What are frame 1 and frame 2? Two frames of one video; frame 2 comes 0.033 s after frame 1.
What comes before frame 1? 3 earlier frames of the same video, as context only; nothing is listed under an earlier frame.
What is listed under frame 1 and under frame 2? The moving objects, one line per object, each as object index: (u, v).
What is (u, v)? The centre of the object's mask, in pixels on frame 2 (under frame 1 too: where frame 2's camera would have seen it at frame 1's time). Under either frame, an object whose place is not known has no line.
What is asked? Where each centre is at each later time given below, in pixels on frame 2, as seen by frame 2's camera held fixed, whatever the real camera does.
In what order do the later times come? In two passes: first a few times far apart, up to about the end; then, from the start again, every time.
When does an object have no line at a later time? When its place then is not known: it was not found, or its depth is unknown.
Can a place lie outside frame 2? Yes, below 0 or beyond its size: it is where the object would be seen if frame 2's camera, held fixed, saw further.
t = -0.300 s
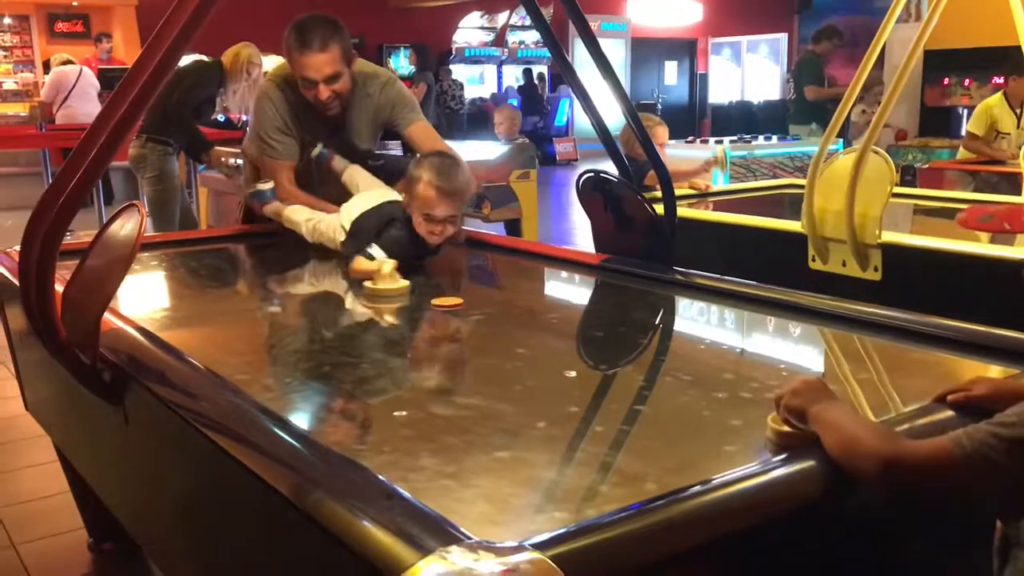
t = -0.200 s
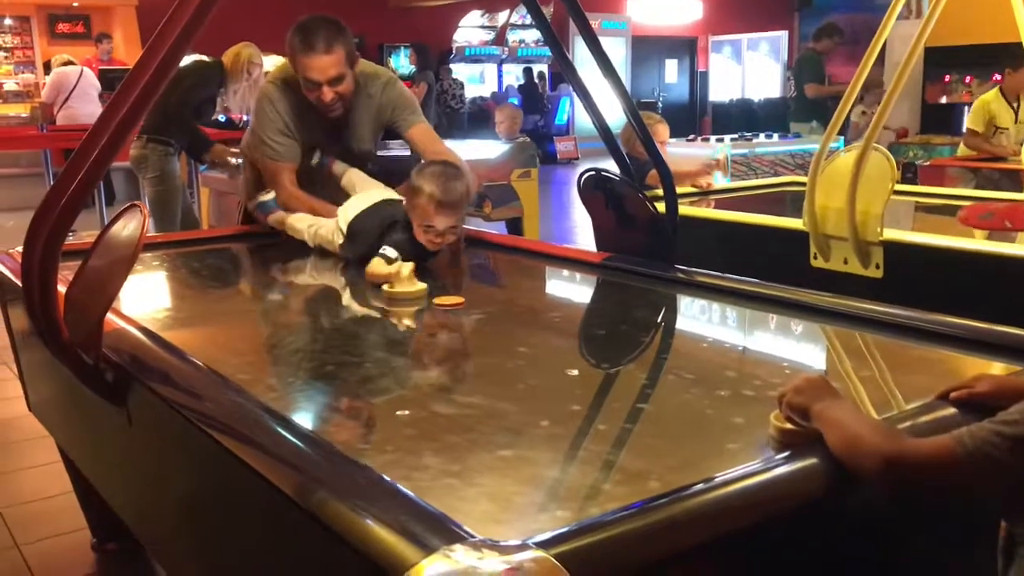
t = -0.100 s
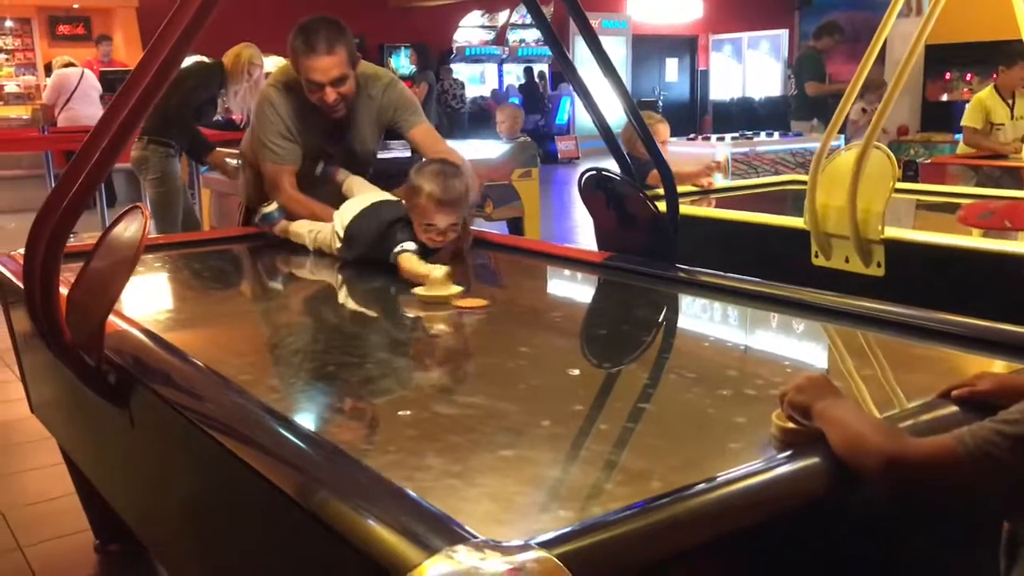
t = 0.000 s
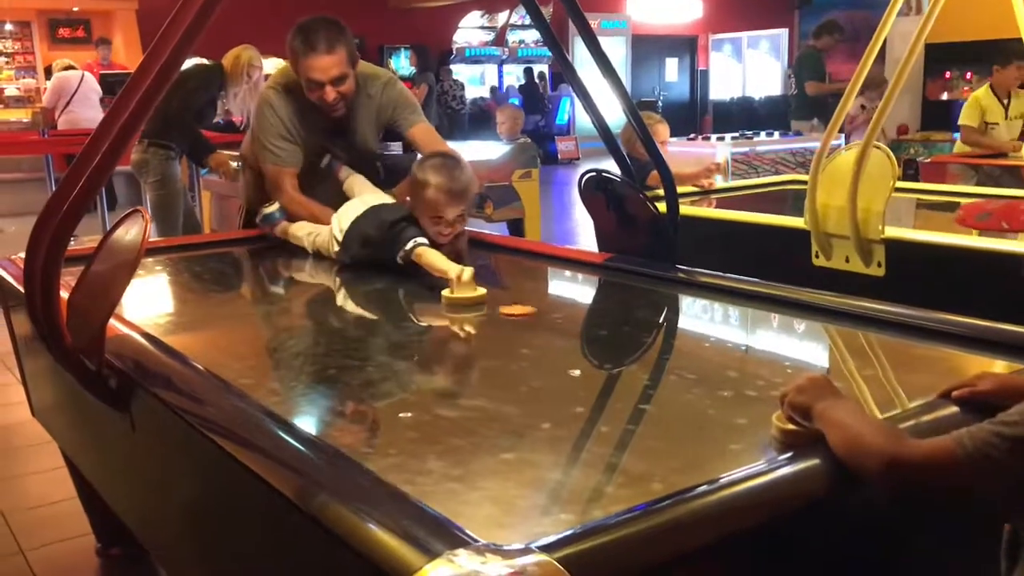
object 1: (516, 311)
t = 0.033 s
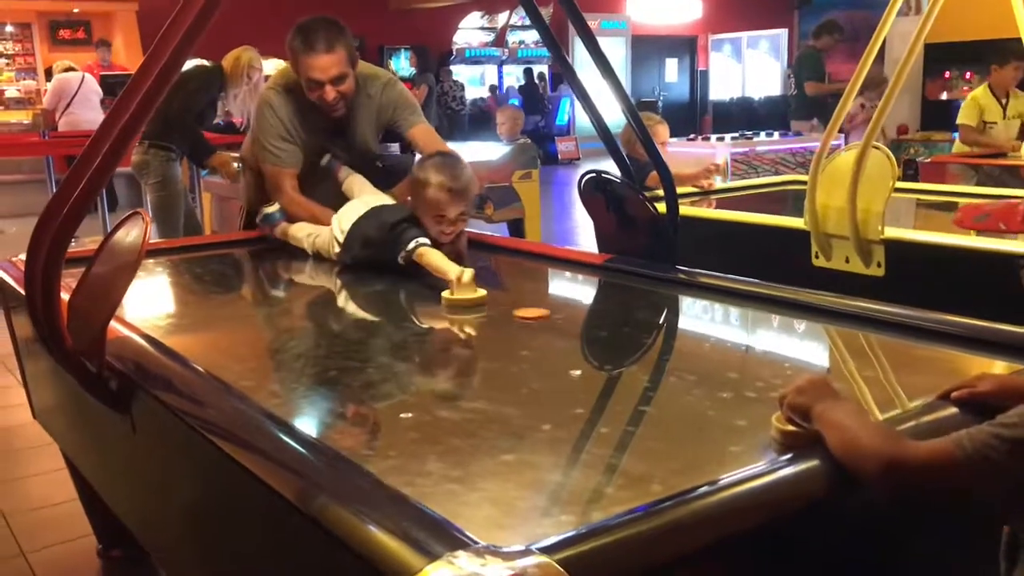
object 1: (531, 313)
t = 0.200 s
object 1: (594, 321)
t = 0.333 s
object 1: (638, 326)
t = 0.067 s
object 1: (543, 314)
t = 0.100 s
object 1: (556, 316)
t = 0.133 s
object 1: (570, 318)
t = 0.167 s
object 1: (582, 319)
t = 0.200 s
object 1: (594, 321)
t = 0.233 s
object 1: (606, 322)
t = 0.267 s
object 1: (616, 324)
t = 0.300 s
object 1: (627, 325)
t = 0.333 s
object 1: (638, 326)
